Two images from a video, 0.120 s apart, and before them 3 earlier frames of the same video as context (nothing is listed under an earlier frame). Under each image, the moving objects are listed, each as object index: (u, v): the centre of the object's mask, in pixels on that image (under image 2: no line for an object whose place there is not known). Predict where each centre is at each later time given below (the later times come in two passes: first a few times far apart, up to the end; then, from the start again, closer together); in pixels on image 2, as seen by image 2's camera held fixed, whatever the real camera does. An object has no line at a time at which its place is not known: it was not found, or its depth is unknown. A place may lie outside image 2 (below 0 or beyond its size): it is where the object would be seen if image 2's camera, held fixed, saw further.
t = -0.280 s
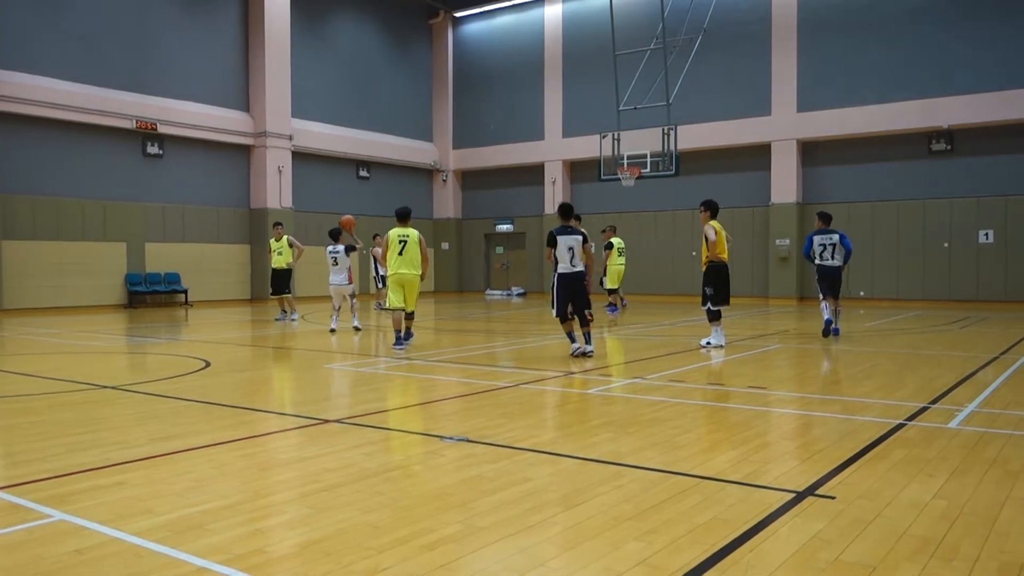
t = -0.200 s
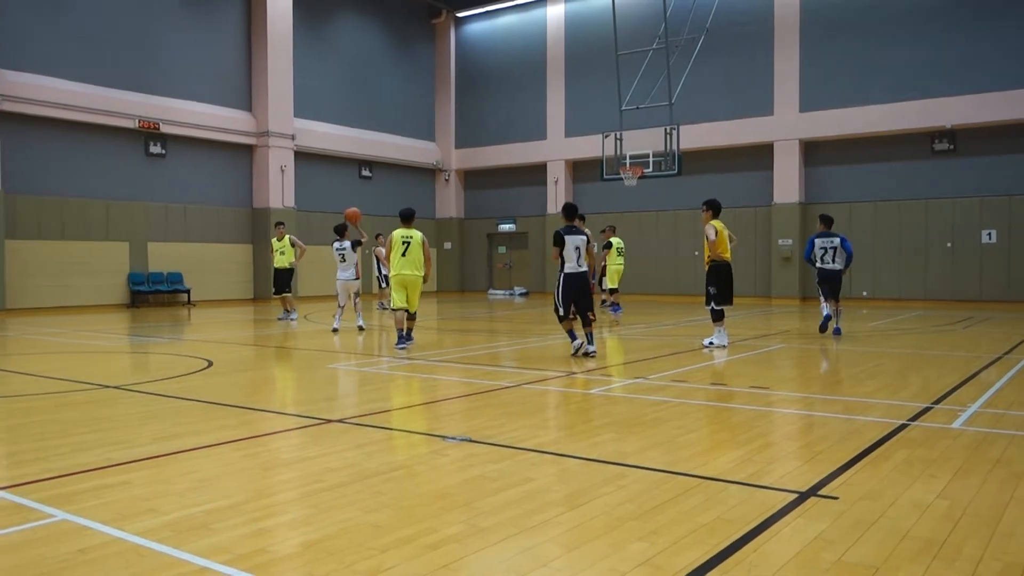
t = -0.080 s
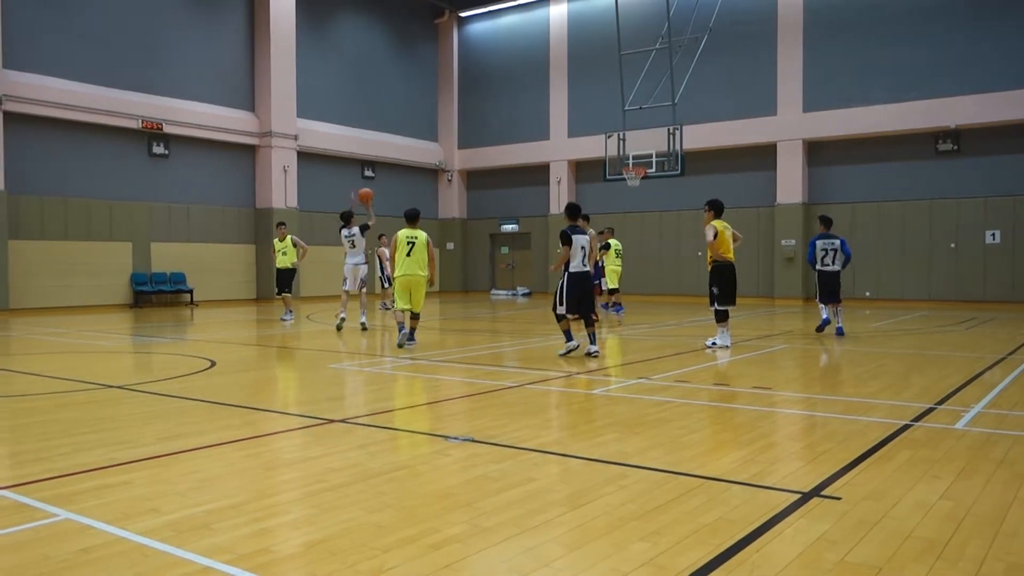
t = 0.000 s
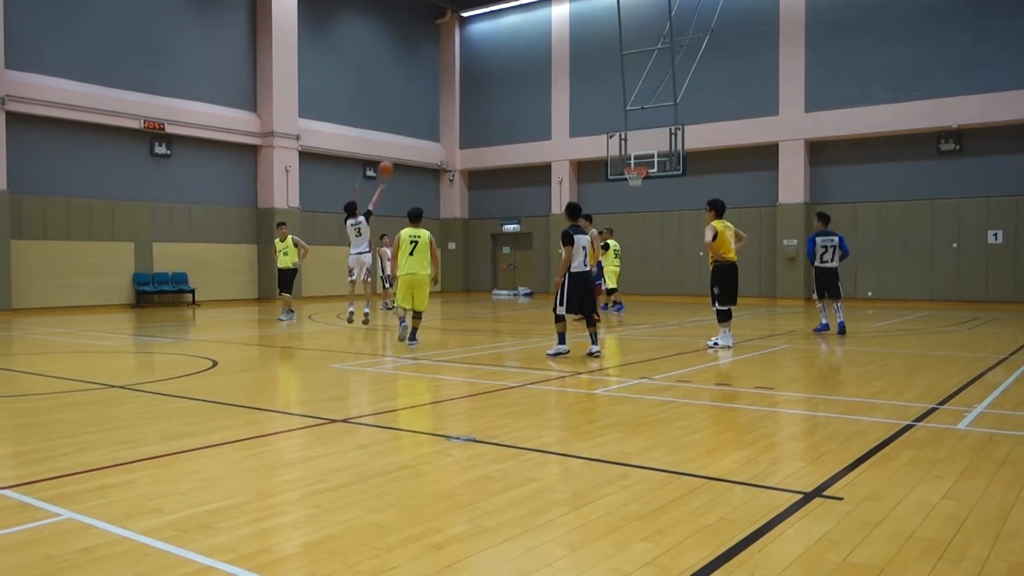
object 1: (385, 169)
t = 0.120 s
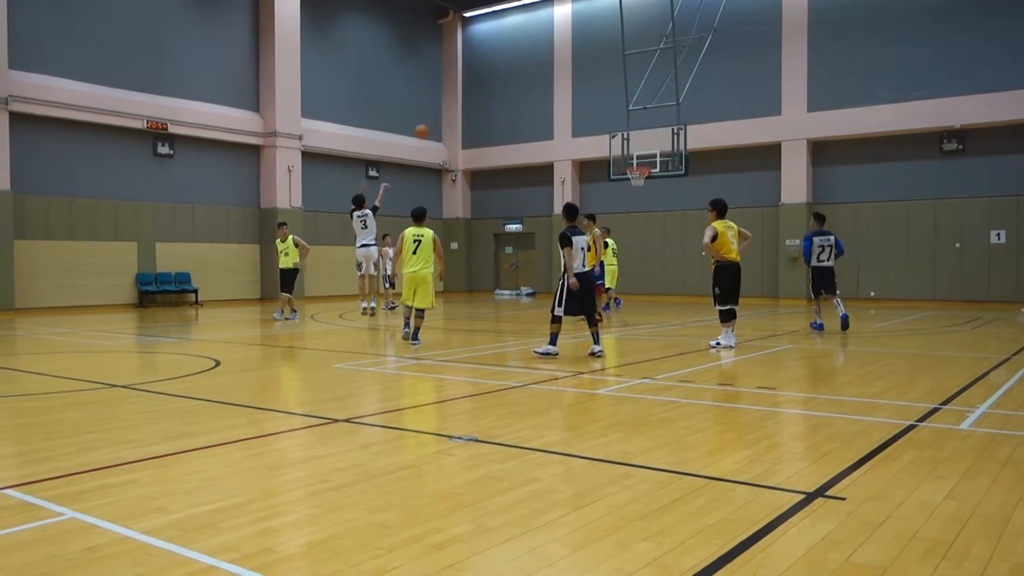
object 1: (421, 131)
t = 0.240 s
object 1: (452, 106)
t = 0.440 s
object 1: (500, 84)
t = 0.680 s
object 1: (551, 86)
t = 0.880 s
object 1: (588, 108)
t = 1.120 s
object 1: (630, 157)
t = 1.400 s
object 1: (648, 220)
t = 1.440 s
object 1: (652, 232)
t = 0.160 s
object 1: (432, 122)
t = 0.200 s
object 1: (442, 113)
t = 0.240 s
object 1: (452, 106)
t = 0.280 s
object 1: (463, 100)
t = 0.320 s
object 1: (471, 94)
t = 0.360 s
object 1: (481, 90)
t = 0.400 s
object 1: (491, 86)
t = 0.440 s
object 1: (500, 84)
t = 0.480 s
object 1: (509, 82)
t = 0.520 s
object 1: (518, 81)
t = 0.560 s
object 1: (525, 79)
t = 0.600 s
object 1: (534, 81)
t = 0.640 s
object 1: (543, 83)
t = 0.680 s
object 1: (551, 86)
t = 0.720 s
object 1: (559, 89)
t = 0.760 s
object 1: (566, 93)
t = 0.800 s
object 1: (574, 97)
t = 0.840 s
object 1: (581, 103)
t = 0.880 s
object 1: (588, 108)
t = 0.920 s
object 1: (596, 114)
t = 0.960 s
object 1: (603, 122)
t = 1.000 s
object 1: (611, 130)
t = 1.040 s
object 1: (616, 139)
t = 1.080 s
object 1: (623, 148)
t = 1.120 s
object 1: (630, 157)
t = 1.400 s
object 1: (648, 220)
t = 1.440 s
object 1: (652, 232)
